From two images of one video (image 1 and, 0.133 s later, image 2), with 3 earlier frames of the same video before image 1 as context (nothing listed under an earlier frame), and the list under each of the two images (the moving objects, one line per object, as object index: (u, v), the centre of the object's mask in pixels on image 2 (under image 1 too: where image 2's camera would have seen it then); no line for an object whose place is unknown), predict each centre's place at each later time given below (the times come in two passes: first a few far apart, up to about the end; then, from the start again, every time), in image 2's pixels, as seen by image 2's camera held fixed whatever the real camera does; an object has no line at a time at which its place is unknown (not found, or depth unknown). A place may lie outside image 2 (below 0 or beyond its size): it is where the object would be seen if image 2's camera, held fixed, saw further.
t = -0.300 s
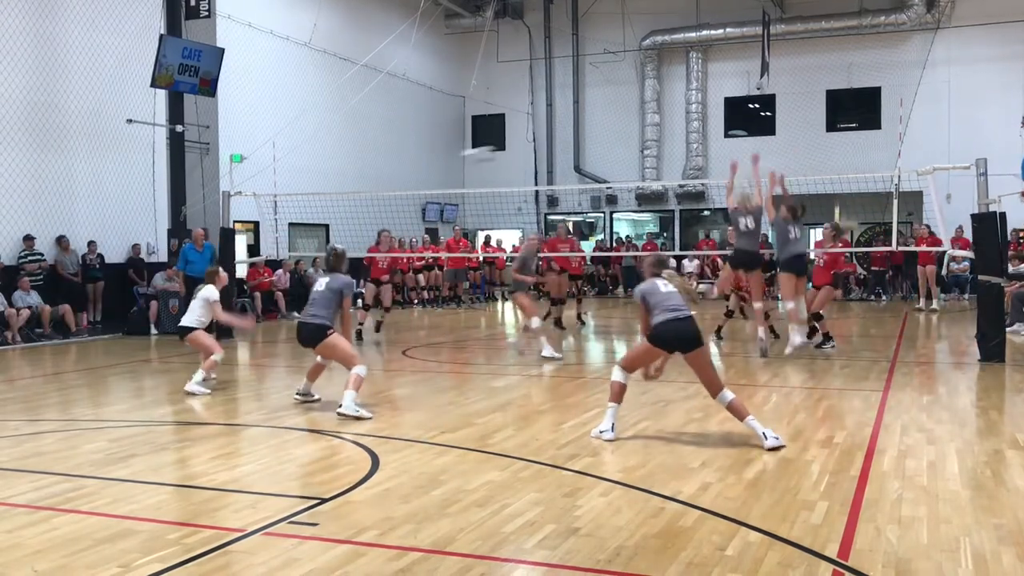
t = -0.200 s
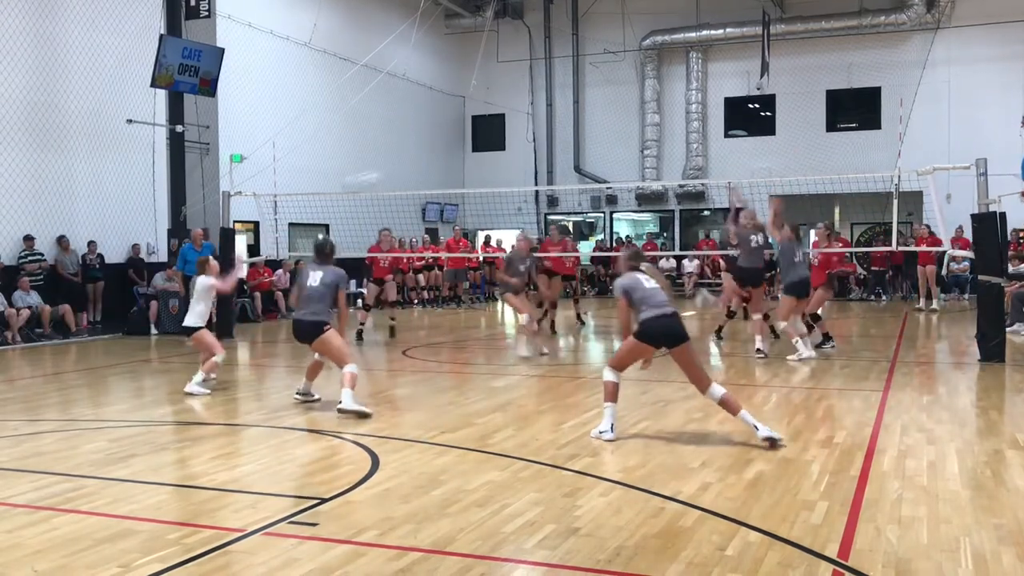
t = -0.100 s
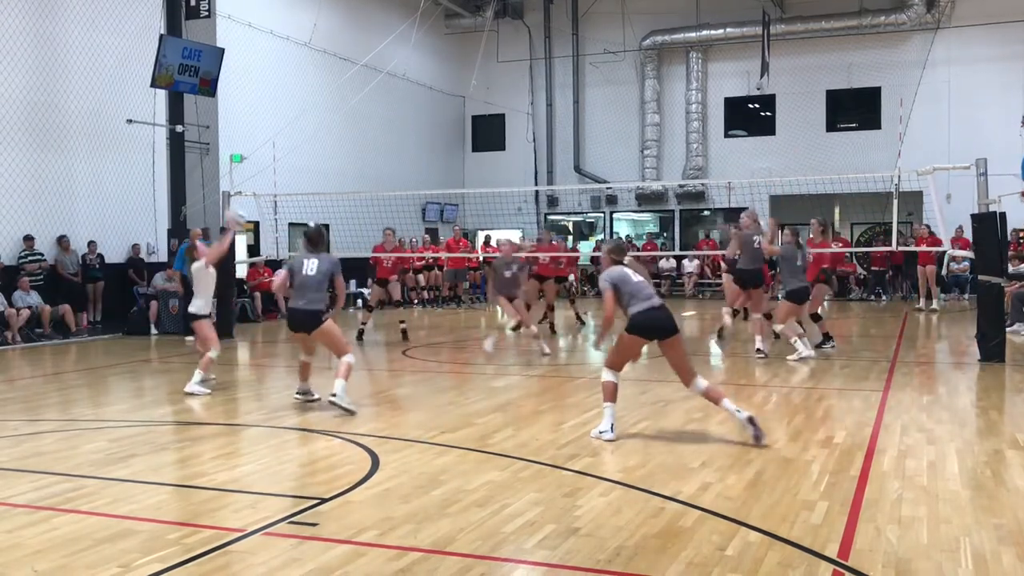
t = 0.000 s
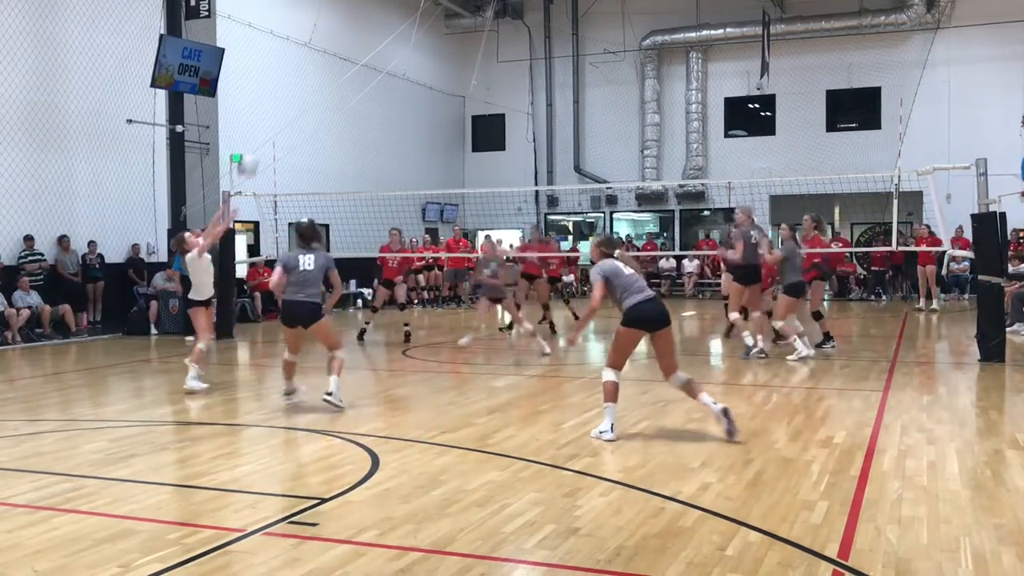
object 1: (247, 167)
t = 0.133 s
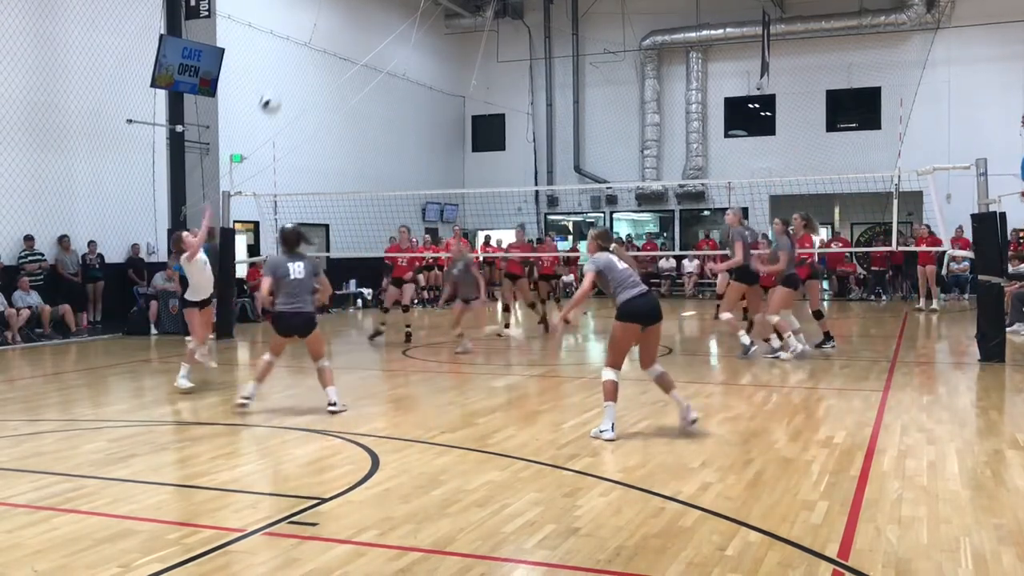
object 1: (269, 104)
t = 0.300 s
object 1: (304, 46)
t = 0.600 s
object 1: (365, 13)
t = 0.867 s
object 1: (424, 67)
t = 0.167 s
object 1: (276, 92)
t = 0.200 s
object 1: (284, 78)
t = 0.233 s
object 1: (290, 66)
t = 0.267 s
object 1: (298, 55)
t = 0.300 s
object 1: (304, 46)
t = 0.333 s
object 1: (311, 37)
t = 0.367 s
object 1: (317, 31)
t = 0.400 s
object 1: (323, 25)
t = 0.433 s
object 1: (329, 20)
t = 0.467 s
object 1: (336, 17)
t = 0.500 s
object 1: (343, 15)
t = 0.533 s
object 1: (351, 13)
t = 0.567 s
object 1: (358, 12)
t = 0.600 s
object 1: (365, 13)
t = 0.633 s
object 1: (372, 16)
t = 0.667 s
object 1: (379, 20)
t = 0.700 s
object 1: (387, 25)
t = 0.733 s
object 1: (394, 31)
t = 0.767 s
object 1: (402, 38)
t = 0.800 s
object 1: (409, 46)
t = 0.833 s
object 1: (416, 55)
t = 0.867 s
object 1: (424, 67)
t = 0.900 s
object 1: (433, 83)
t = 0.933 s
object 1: (440, 96)
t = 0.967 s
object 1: (448, 112)
